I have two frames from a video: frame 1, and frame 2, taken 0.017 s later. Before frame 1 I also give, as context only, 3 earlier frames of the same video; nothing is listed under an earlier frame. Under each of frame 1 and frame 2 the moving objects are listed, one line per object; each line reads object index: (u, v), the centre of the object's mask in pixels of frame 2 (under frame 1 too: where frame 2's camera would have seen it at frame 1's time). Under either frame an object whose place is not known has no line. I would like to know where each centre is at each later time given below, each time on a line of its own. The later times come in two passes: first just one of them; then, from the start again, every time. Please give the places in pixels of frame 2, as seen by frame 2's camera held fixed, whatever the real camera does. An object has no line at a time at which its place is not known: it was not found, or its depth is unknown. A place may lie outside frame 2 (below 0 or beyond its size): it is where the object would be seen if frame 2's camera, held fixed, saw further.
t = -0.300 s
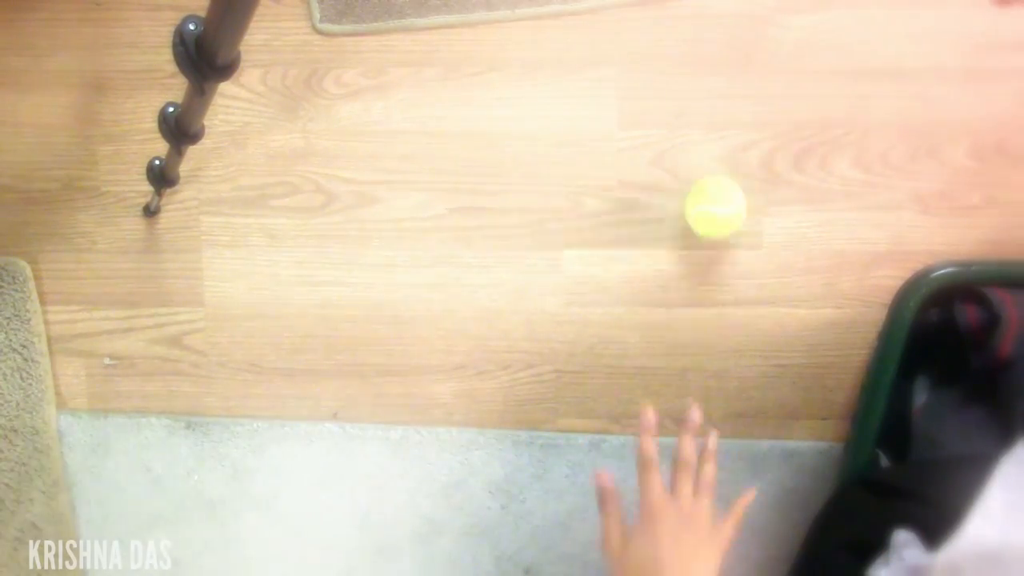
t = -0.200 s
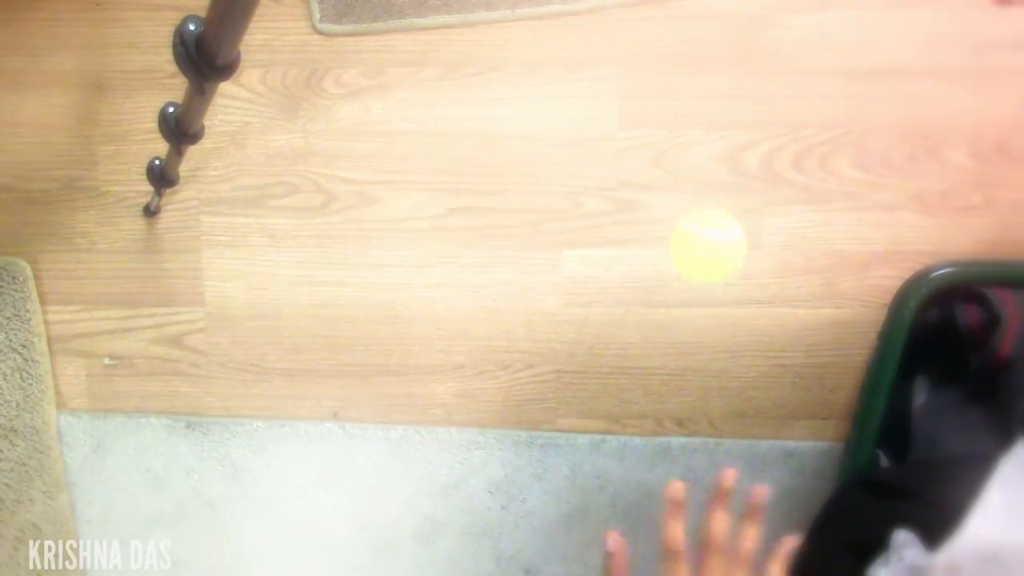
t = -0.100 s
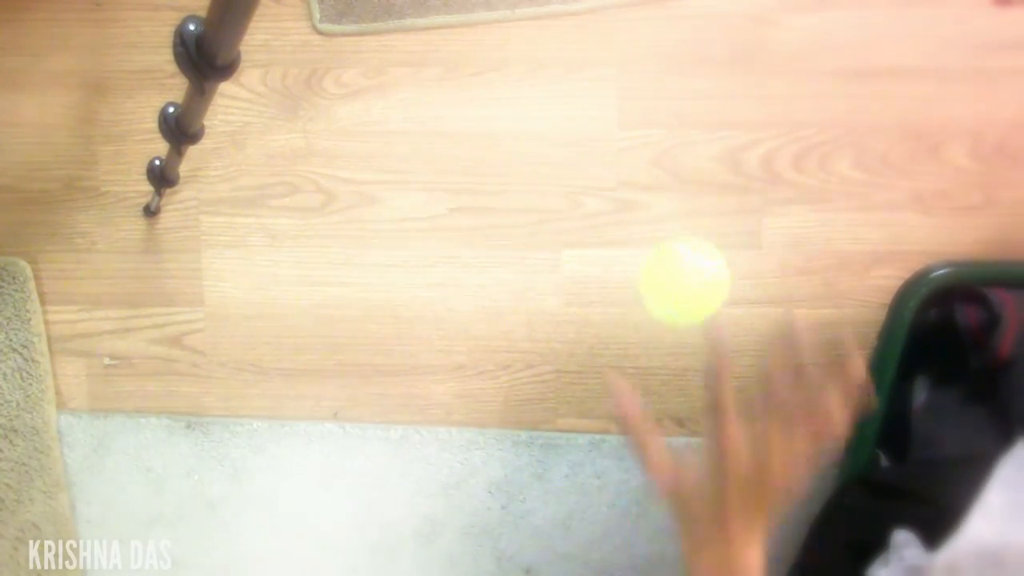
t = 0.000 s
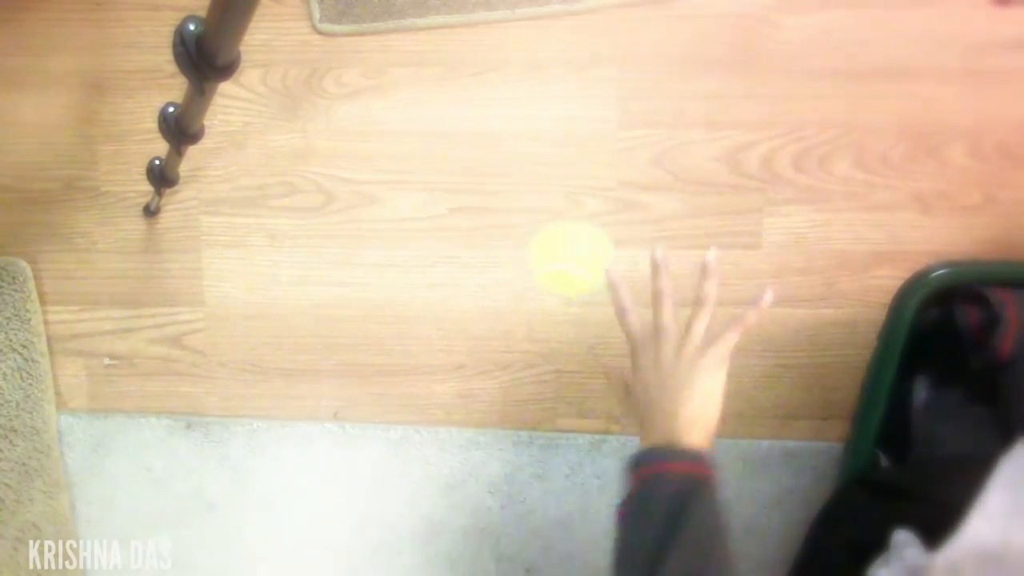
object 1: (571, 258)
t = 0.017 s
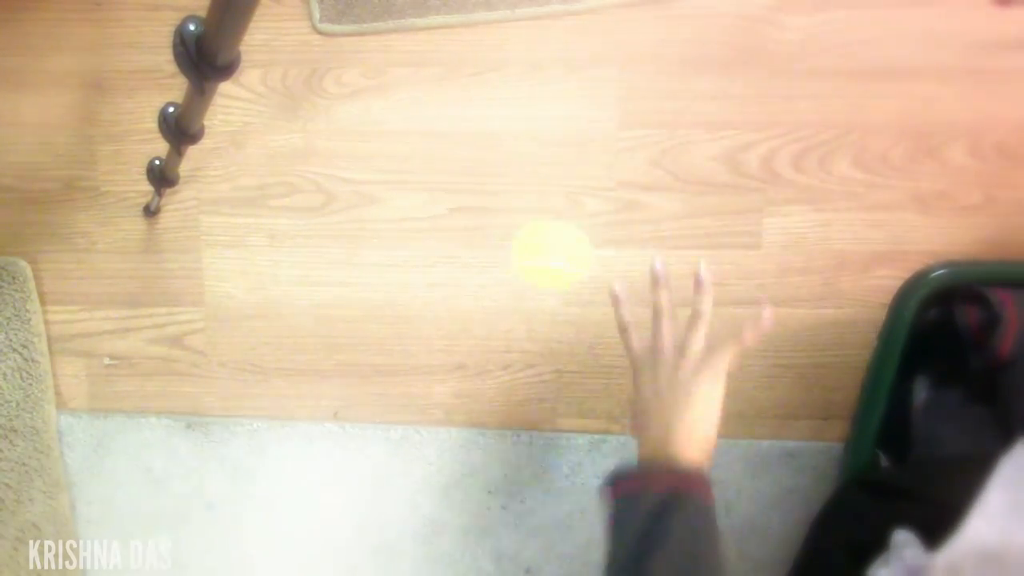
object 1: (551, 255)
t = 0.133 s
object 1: (472, 321)
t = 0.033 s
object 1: (535, 250)
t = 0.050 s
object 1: (519, 246)
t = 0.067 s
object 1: (507, 249)
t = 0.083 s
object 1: (499, 266)
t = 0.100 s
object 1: (490, 284)
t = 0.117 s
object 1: (481, 302)
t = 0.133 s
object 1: (472, 321)
